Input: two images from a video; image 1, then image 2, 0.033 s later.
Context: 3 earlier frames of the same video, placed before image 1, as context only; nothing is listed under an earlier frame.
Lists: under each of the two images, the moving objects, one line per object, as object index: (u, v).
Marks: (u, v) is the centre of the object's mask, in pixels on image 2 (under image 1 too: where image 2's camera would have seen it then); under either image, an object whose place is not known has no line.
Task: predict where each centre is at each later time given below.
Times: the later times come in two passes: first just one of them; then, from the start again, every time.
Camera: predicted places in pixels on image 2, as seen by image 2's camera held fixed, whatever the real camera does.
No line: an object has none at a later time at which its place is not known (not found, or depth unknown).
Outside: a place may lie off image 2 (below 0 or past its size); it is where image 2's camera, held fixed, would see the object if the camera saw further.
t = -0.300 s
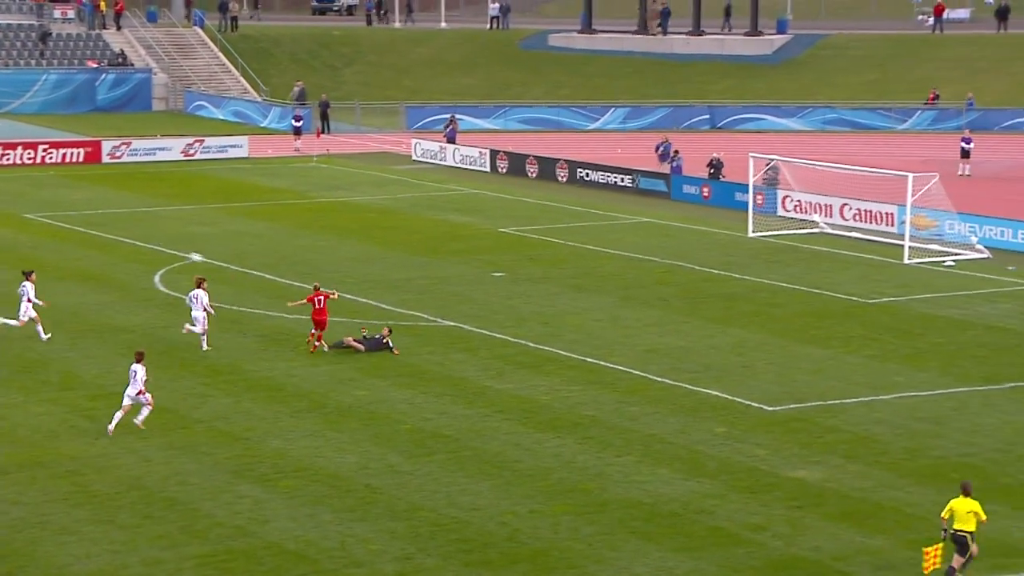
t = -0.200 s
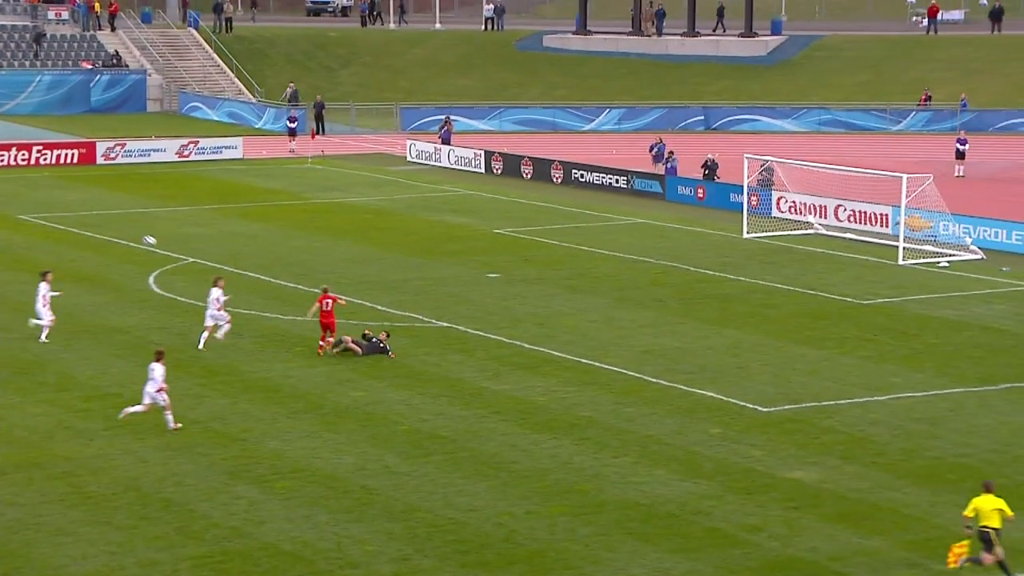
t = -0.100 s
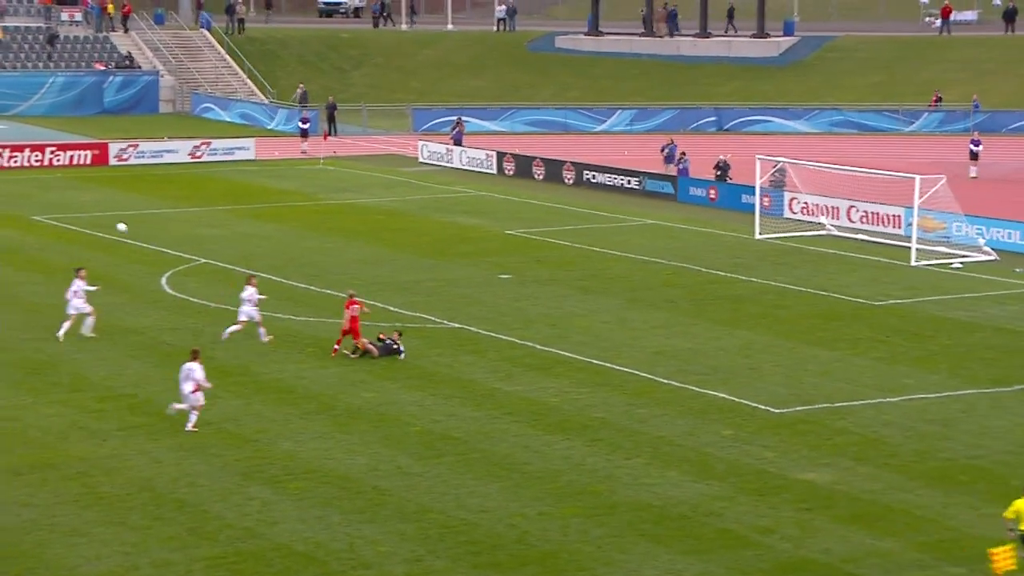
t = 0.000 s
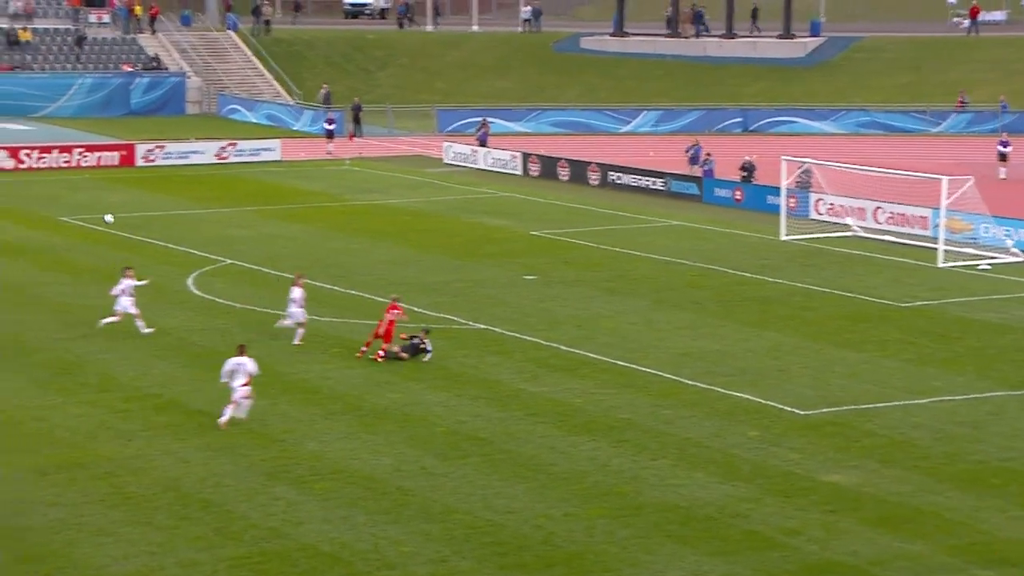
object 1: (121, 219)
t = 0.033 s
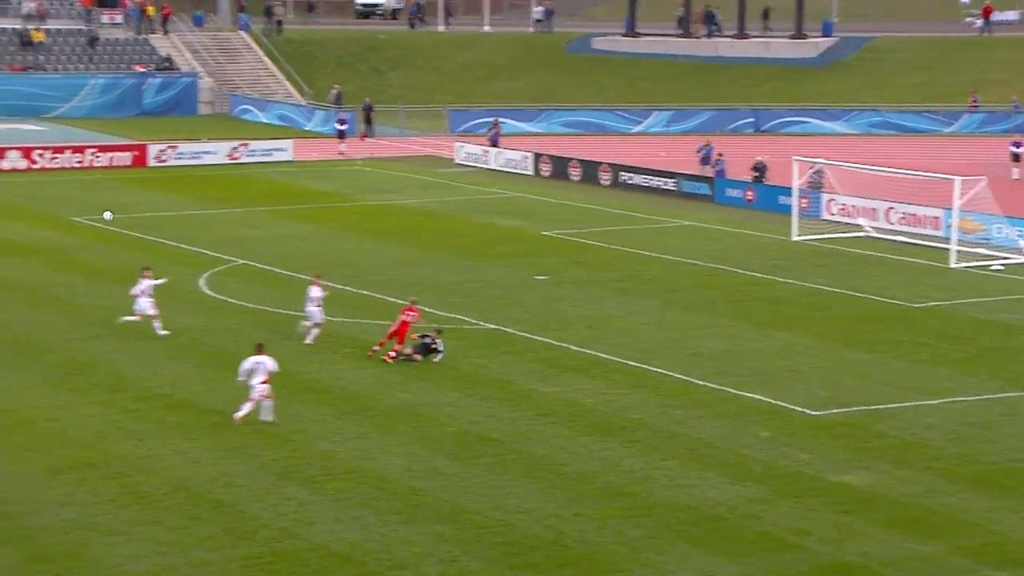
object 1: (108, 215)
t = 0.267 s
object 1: (20, 210)
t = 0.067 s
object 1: (95, 213)
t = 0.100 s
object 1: (83, 212)
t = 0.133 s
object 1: (70, 211)
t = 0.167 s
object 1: (57, 210)
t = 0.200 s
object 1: (44, 209)
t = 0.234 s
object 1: (32, 209)
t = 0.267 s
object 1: (20, 210)
